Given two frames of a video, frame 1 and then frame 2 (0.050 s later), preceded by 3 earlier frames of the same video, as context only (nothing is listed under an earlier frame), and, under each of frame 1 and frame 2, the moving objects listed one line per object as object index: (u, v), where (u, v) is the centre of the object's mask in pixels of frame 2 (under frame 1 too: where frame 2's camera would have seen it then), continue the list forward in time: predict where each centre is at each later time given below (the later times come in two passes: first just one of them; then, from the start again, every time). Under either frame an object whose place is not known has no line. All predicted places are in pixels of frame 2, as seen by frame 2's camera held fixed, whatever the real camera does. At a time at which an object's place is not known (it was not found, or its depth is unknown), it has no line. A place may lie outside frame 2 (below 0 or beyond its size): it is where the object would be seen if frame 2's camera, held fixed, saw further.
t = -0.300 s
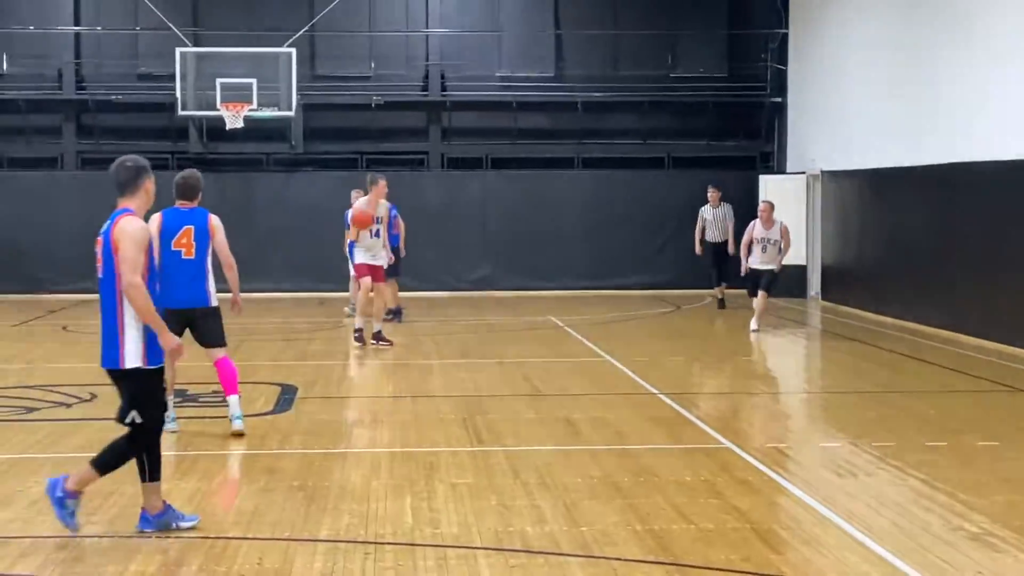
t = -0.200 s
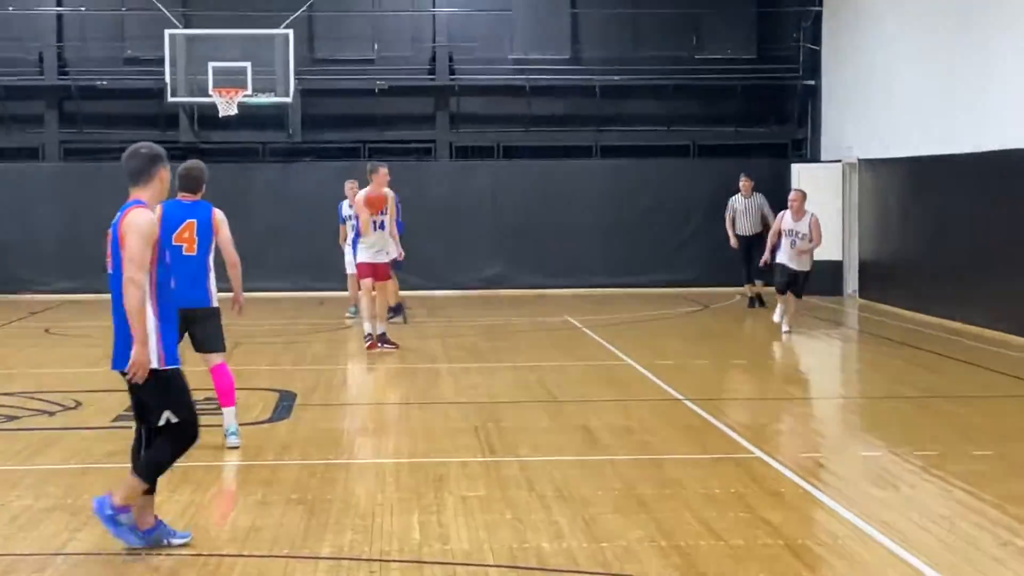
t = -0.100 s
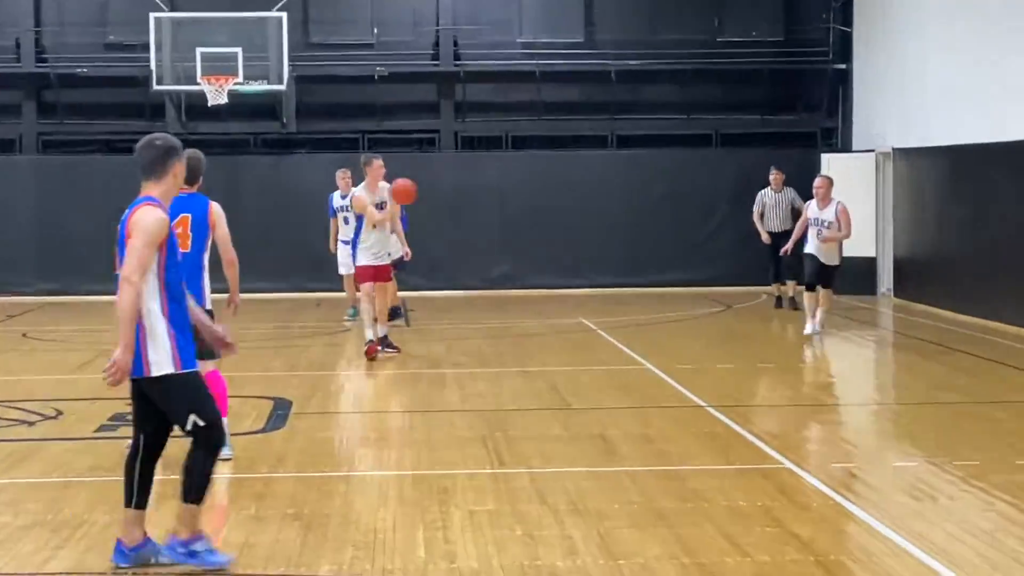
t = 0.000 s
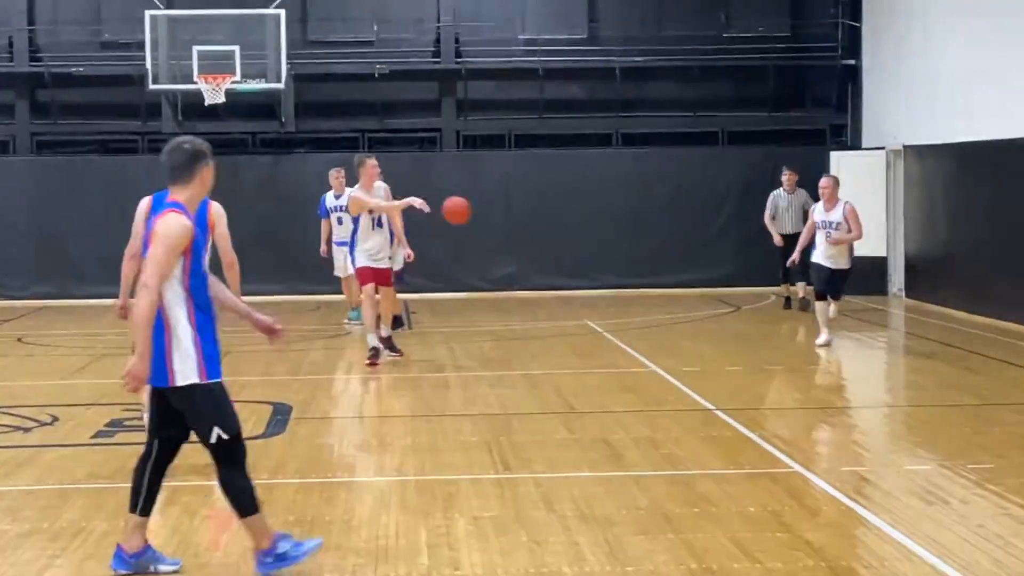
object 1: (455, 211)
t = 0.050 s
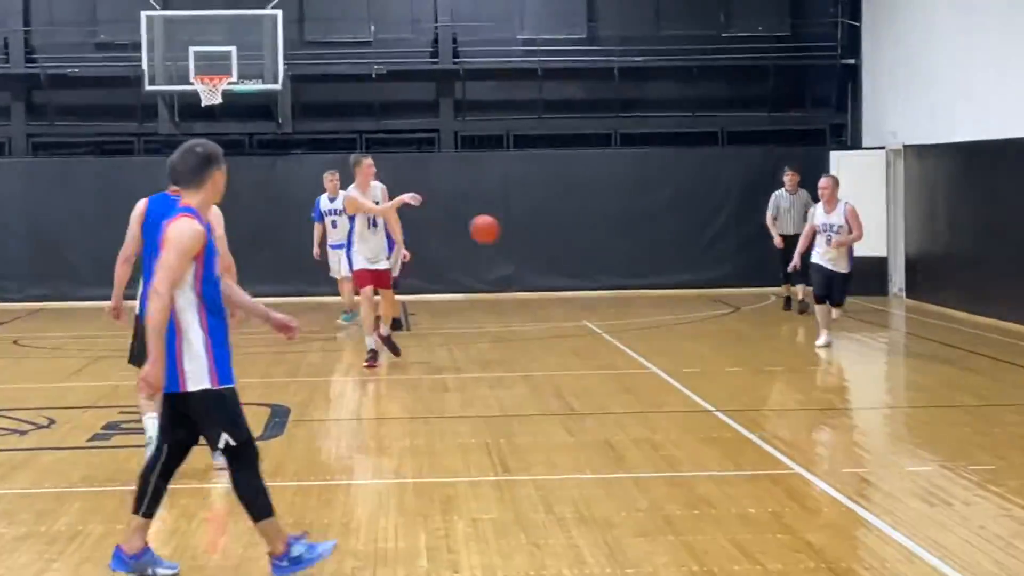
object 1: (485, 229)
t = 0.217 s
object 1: (584, 312)
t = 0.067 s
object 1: (496, 237)
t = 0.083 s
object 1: (504, 243)
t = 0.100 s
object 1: (514, 251)
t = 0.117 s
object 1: (525, 259)
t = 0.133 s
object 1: (534, 267)
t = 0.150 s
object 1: (543, 275)
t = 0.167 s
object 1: (554, 283)
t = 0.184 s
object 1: (564, 291)
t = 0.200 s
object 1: (575, 303)
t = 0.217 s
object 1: (584, 312)
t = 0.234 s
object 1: (594, 322)
